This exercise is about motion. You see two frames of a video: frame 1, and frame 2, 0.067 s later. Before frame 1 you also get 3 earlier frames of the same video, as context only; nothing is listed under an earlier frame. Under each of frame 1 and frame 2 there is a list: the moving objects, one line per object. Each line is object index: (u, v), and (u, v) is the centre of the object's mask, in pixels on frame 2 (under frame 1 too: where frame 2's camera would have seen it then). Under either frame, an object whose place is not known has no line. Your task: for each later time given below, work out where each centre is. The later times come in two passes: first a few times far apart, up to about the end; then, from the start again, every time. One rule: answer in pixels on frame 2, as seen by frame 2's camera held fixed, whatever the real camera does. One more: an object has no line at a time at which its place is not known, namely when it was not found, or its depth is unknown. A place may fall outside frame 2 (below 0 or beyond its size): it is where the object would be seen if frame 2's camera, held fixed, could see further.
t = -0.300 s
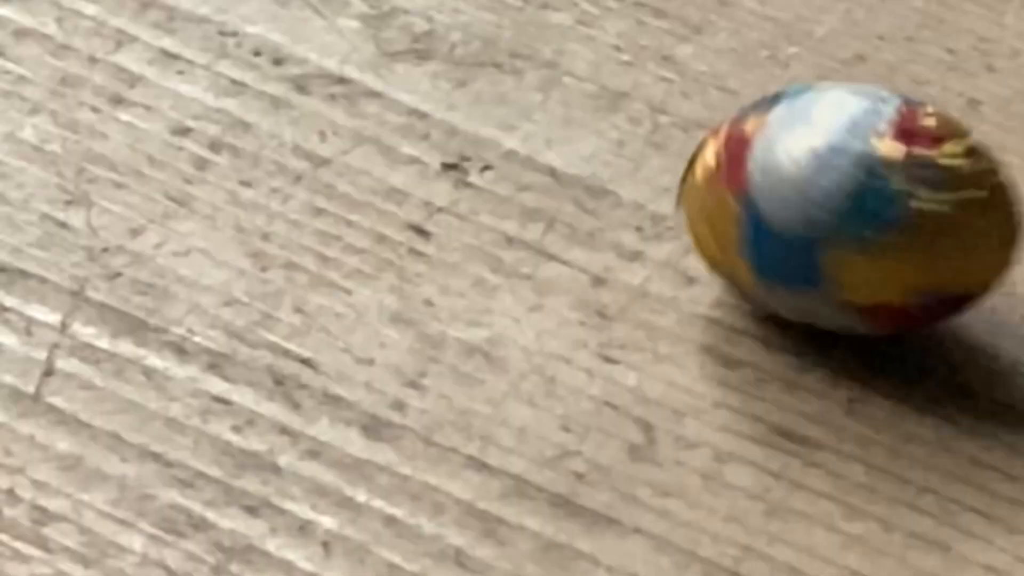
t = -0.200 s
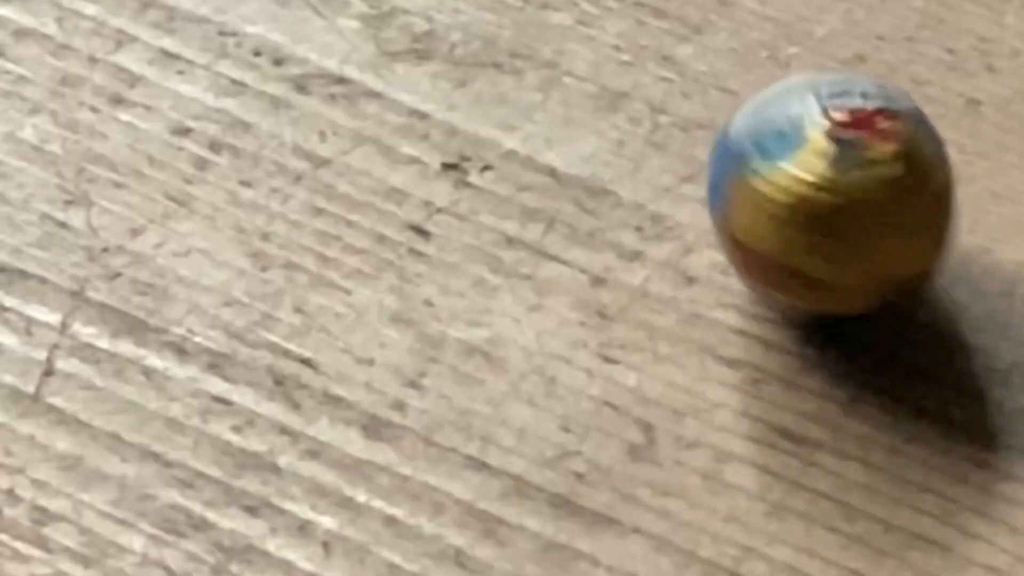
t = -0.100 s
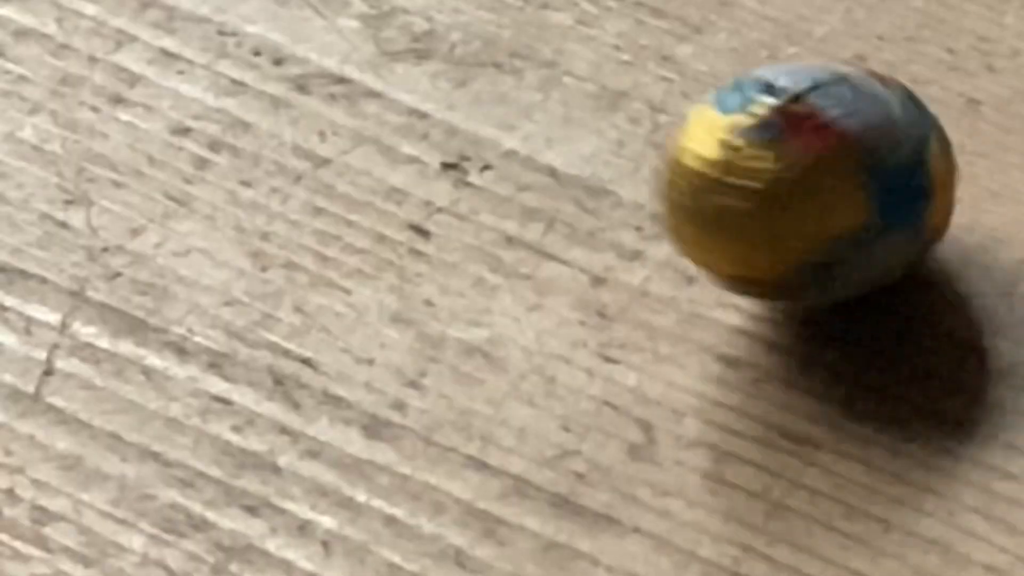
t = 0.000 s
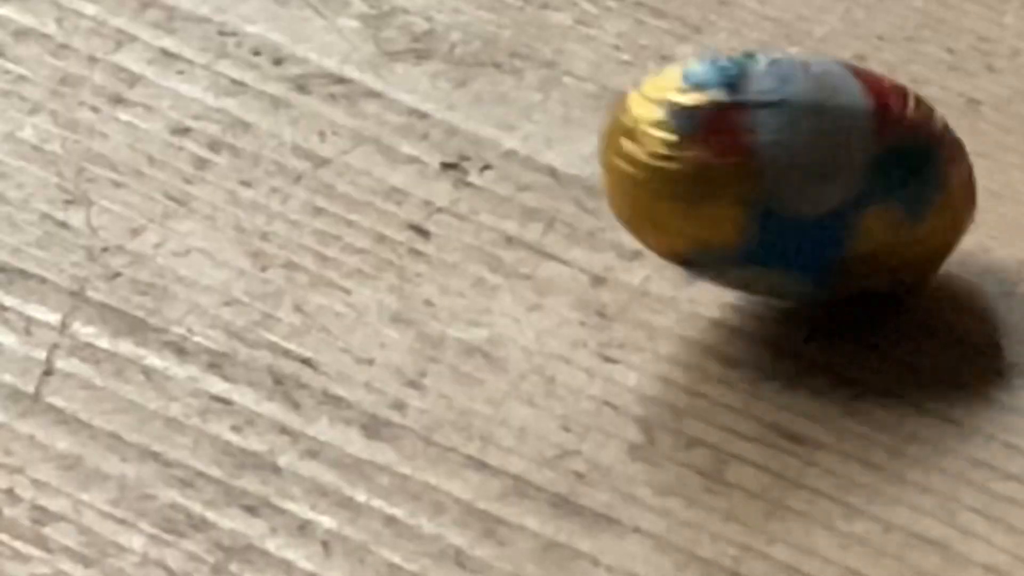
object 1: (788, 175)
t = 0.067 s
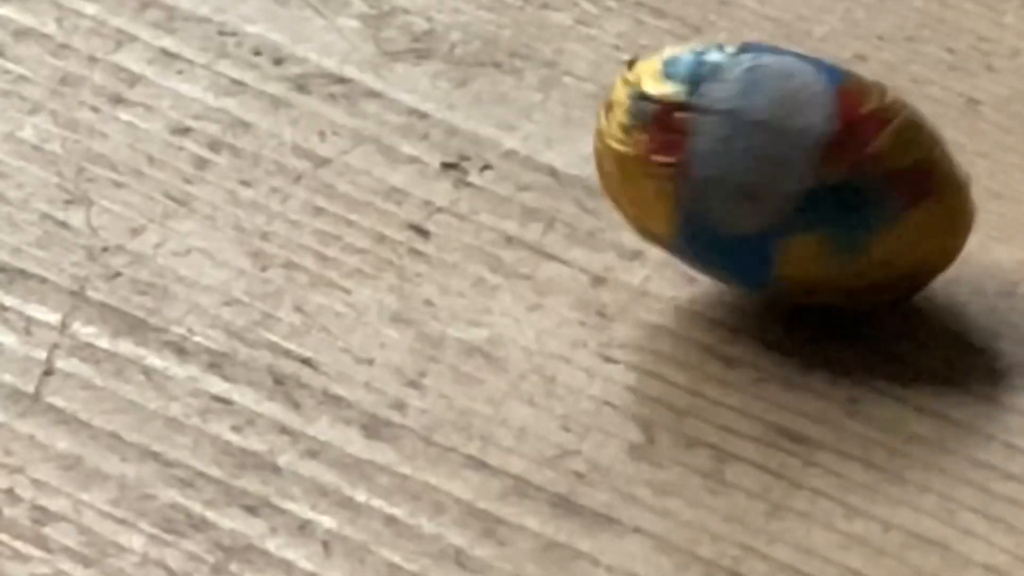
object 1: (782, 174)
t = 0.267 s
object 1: (747, 171)
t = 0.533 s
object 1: (688, 154)
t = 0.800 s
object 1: (632, 141)
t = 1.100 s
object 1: (575, 152)
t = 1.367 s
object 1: (515, 144)
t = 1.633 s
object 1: (451, 148)
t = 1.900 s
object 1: (397, 160)
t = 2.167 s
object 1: (346, 174)
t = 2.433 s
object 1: (304, 195)
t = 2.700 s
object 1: (269, 216)
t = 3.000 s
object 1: (248, 249)
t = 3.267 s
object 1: (254, 274)
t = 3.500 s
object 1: (260, 298)
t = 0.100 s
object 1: (778, 175)
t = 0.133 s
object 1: (772, 177)
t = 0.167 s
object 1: (766, 176)
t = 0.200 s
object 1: (760, 175)
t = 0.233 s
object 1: (754, 174)
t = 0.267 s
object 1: (747, 171)
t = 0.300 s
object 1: (738, 167)
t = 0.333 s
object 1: (732, 167)
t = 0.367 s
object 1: (724, 166)
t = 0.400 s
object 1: (716, 164)
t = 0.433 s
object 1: (708, 162)
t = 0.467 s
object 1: (701, 158)
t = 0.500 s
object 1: (695, 156)
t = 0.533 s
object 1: (688, 154)
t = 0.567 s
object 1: (683, 151)
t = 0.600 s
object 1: (676, 148)
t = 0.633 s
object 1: (670, 146)
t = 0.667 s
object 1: (664, 145)
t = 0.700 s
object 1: (656, 143)
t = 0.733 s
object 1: (647, 141)
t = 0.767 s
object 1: (639, 141)
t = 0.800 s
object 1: (632, 141)
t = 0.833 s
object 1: (627, 142)
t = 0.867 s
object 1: (620, 144)
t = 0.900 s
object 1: (613, 147)
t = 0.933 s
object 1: (606, 148)
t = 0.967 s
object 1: (599, 148)
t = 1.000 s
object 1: (592, 148)
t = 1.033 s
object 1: (586, 151)
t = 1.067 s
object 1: (581, 153)
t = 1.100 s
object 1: (575, 152)
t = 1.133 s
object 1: (567, 150)
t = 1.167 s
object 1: (558, 146)
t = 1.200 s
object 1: (551, 146)
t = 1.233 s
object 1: (542, 148)
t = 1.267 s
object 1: (535, 147)
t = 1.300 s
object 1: (528, 147)
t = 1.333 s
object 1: (523, 145)
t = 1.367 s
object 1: (515, 144)
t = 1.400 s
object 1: (507, 144)
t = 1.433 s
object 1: (499, 144)
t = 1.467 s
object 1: (490, 144)
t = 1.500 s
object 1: (483, 143)
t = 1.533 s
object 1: (477, 145)
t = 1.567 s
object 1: (468, 145)
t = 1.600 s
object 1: (460, 146)
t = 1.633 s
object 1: (451, 148)
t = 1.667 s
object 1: (443, 150)
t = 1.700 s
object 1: (436, 152)
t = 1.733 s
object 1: (430, 154)
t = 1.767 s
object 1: (423, 155)
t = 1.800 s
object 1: (417, 156)
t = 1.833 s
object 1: (410, 157)
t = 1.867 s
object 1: (402, 158)
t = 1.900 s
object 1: (397, 160)
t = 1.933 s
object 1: (391, 163)
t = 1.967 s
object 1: (385, 164)
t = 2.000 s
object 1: (379, 166)
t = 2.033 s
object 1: (373, 169)
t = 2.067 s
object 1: (367, 171)
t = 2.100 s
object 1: (358, 172)
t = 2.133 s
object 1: (351, 173)
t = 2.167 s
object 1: (346, 174)
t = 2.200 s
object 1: (342, 175)
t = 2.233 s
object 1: (339, 176)
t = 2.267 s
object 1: (335, 178)
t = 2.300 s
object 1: (329, 181)
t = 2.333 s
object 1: (323, 185)
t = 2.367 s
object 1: (316, 189)
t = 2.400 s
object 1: (309, 193)
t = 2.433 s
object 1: (304, 195)
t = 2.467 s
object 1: (299, 197)
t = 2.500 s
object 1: (294, 200)
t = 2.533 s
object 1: (287, 204)
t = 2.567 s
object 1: (281, 206)
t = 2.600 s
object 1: (278, 208)
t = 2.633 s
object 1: (275, 210)
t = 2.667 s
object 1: (272, 213)
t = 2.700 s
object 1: (269, 216)
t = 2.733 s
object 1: (266, 219)
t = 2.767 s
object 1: (264, 223)
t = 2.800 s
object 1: (261, 227)
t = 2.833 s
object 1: (259, 232)
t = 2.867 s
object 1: (257, 236)
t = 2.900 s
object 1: (254, 240)
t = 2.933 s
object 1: (251, 244)
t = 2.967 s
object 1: (250, 246)
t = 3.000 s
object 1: (248, 249)
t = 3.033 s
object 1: (244, 251)
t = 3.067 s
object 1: (242, 253)
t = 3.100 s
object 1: (242, 255)
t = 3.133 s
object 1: (243, 257)
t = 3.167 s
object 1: (245, 262)
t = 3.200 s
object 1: (248, 267)
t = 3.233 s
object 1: (251, 270)
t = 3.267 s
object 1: (254, 274)
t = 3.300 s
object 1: (254, 280)
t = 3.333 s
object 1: (254, 284)
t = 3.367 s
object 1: (254, 287)
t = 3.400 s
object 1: (254, 290)
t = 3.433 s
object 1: (257, 293)
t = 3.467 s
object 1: (259, 295)
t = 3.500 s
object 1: (260, 298)
